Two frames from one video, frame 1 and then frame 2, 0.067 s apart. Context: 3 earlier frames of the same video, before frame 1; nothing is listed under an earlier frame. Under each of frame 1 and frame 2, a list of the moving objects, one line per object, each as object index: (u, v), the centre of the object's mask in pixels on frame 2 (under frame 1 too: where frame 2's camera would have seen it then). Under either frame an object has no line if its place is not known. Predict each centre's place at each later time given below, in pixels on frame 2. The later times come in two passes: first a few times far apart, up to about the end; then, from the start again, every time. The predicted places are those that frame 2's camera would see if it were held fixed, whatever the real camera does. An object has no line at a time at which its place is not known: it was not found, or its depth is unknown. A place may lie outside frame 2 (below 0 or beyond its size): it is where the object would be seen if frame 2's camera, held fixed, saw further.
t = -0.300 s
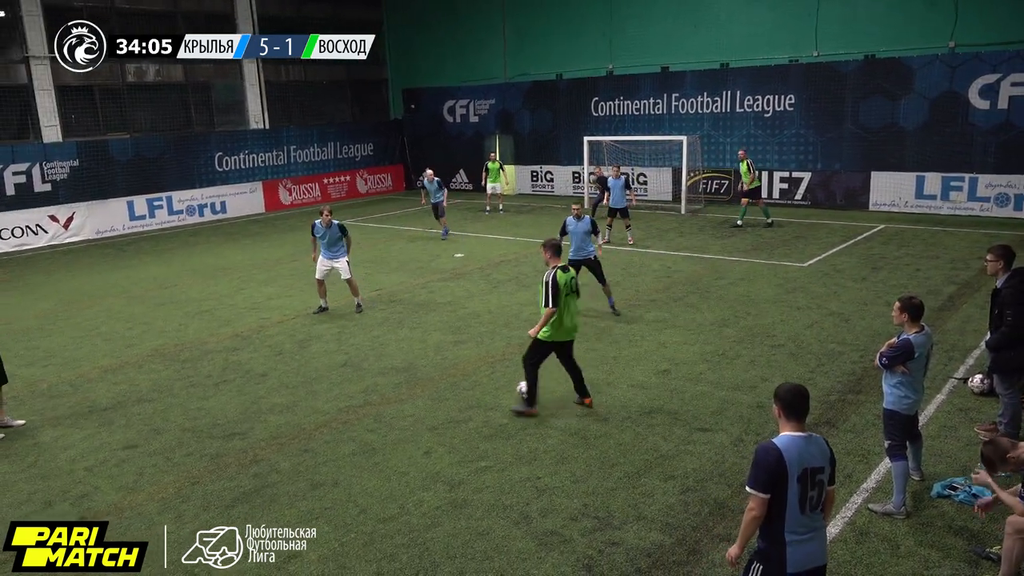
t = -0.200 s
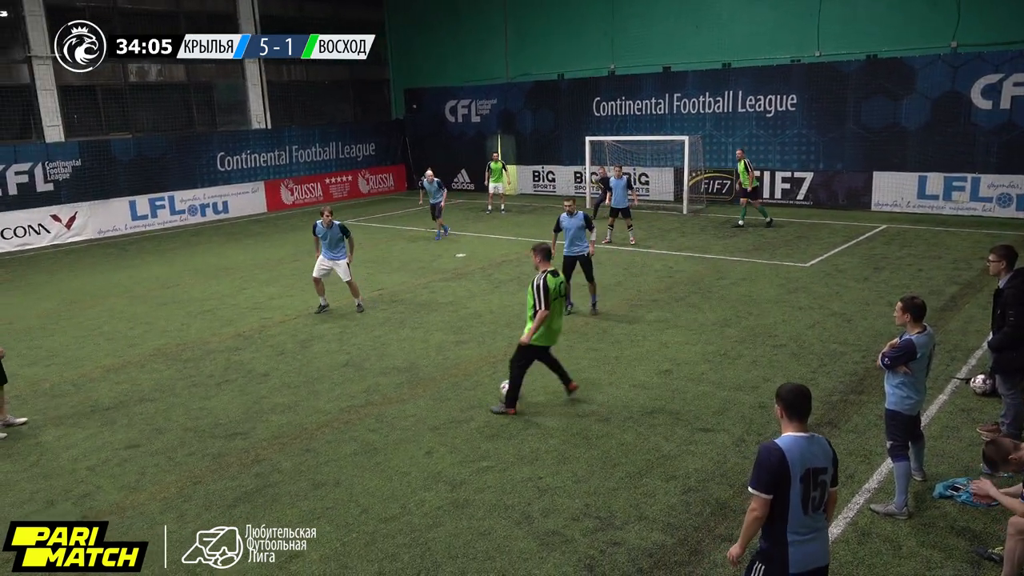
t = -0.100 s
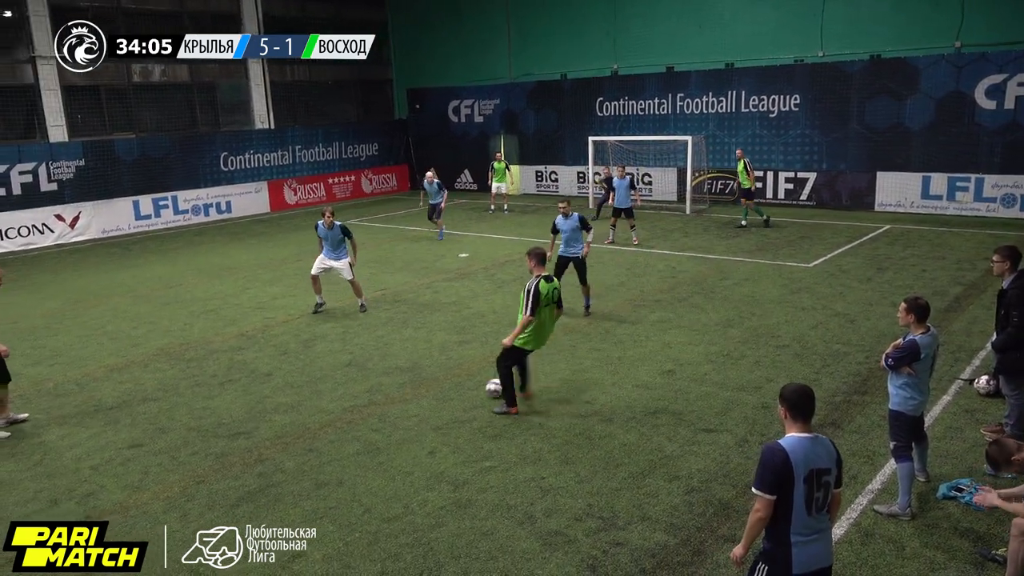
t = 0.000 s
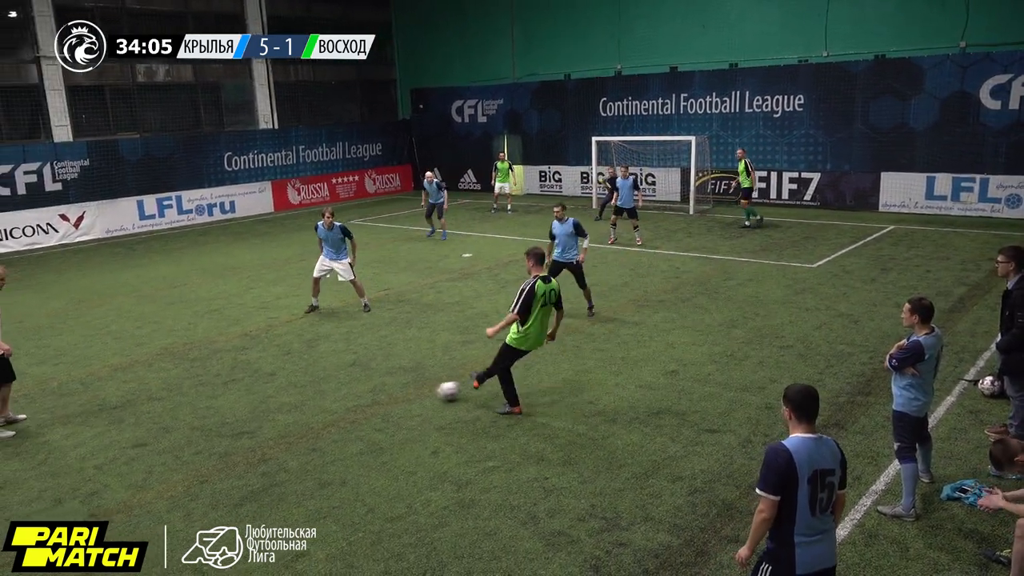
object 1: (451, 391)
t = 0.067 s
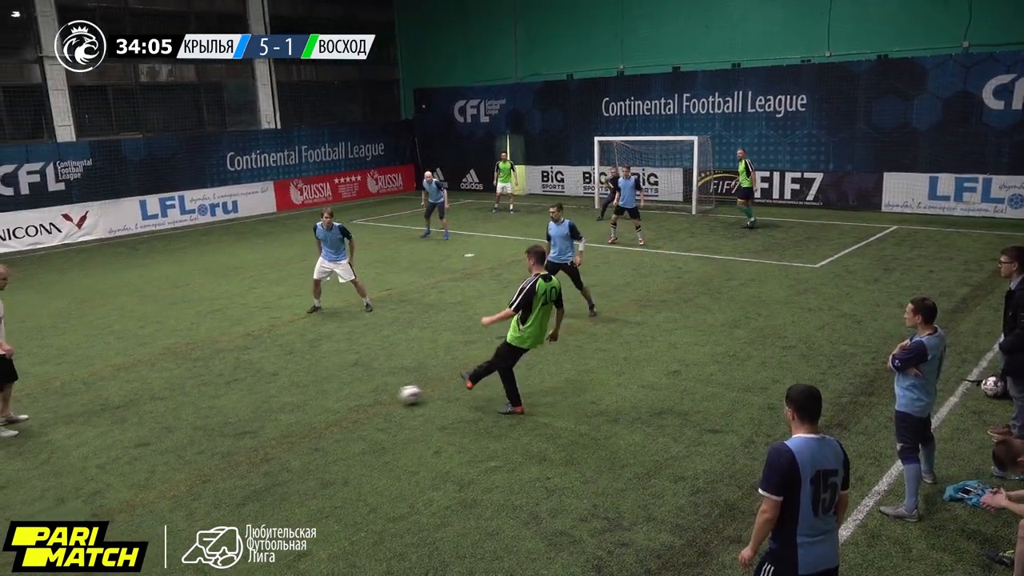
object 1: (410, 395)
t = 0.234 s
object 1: (322, 402)
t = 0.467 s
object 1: (212, 413)
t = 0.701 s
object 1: (103, 424)
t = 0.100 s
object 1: (392, 396)
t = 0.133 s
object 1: (373, 398)
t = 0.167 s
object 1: (355, 399)
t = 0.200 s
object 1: (338, 400)
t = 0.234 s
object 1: (322, 402)
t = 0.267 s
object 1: (304, 404)
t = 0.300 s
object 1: (288, 406)
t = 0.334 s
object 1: (272, 406)
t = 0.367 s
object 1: (258, 407)
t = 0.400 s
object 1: (243, 409)
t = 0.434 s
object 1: (227, 412)
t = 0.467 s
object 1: (212, 413)
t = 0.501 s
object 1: (196, 413)
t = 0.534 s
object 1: (181, 415)
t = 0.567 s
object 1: (165, 417)
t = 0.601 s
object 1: (150, 420)
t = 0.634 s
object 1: (134, 420)
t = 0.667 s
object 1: (119, 422)
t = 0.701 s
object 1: (103, 424)
